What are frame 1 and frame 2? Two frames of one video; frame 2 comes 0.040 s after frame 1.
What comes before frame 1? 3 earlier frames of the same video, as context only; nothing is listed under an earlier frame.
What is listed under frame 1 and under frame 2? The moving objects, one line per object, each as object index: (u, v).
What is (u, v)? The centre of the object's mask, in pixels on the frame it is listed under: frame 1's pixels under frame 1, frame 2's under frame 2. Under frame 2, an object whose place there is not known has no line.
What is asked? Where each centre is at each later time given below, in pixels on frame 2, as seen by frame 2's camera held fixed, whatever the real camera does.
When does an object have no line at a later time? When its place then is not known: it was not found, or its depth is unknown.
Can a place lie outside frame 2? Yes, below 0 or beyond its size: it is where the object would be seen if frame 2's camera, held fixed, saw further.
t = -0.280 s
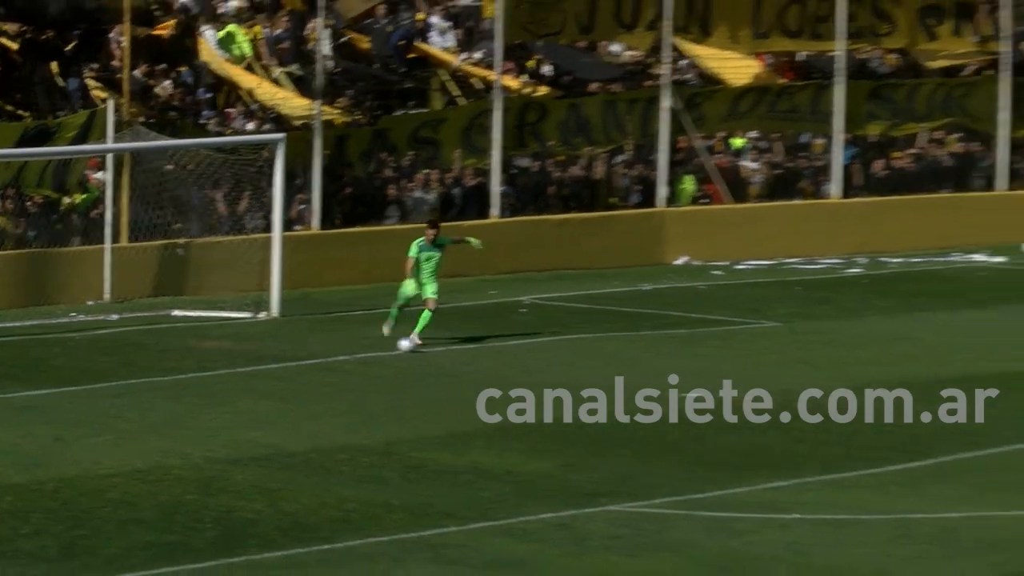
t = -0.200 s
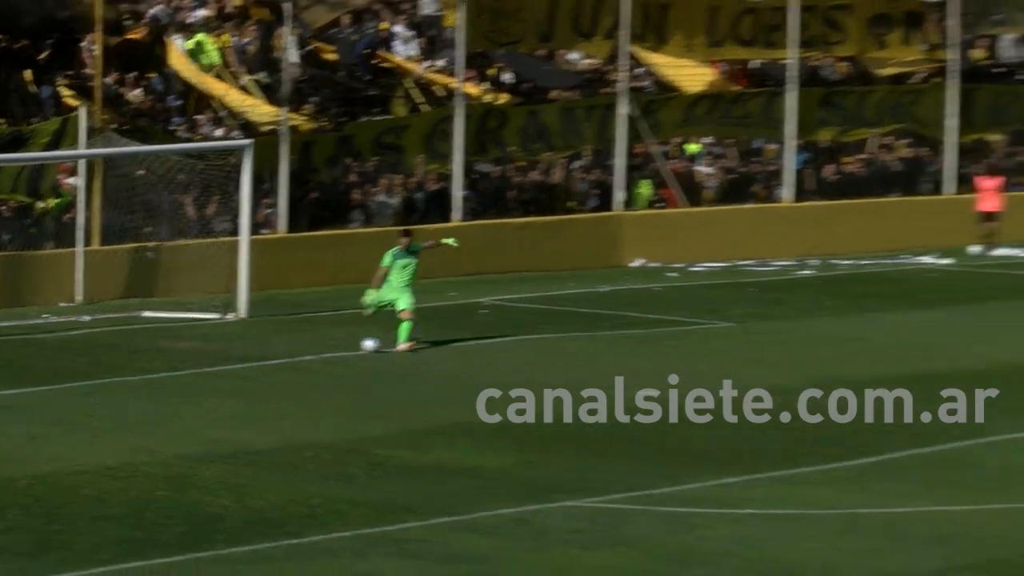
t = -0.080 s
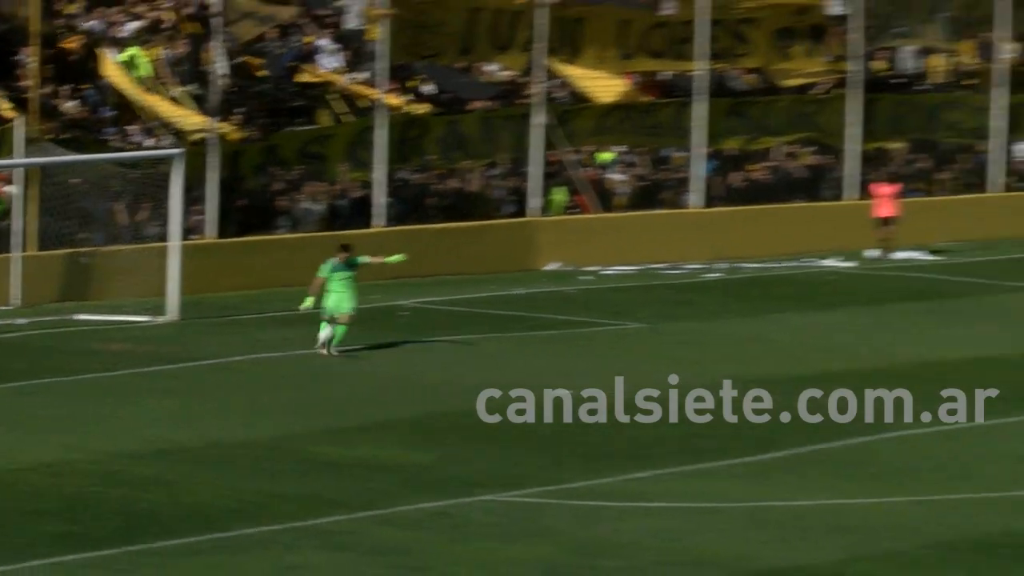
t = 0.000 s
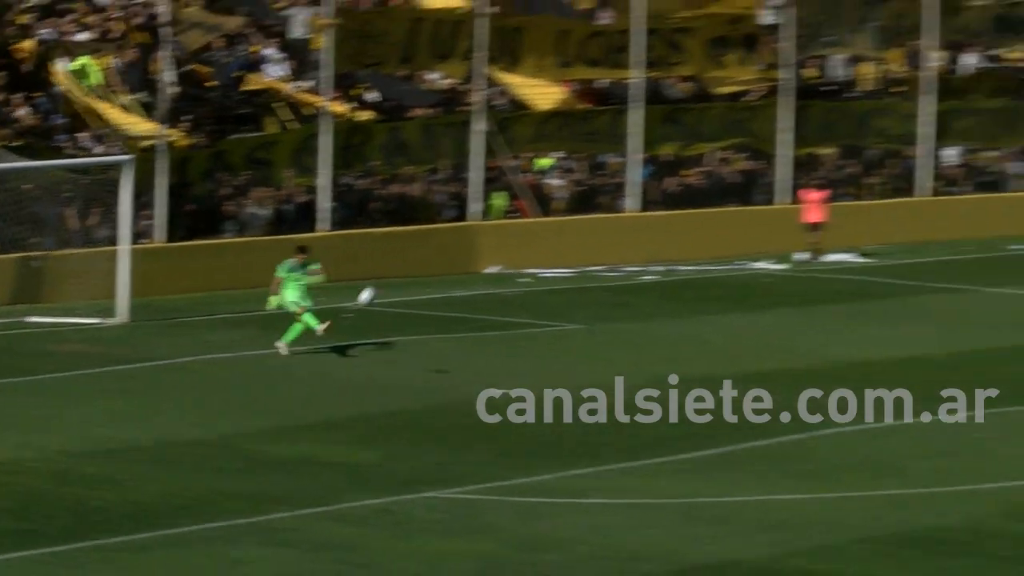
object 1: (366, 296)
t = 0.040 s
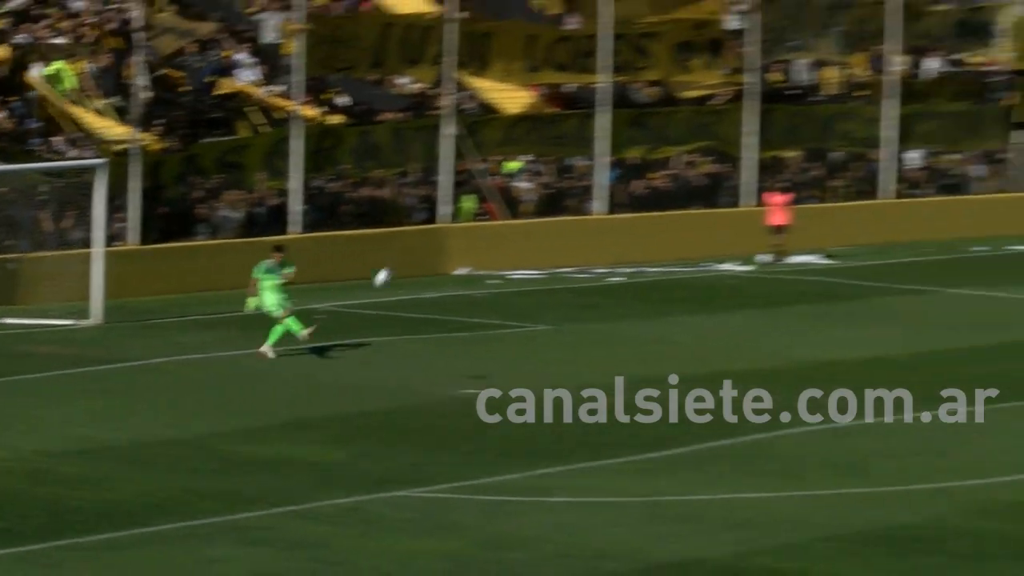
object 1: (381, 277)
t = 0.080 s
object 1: (428, 256)
